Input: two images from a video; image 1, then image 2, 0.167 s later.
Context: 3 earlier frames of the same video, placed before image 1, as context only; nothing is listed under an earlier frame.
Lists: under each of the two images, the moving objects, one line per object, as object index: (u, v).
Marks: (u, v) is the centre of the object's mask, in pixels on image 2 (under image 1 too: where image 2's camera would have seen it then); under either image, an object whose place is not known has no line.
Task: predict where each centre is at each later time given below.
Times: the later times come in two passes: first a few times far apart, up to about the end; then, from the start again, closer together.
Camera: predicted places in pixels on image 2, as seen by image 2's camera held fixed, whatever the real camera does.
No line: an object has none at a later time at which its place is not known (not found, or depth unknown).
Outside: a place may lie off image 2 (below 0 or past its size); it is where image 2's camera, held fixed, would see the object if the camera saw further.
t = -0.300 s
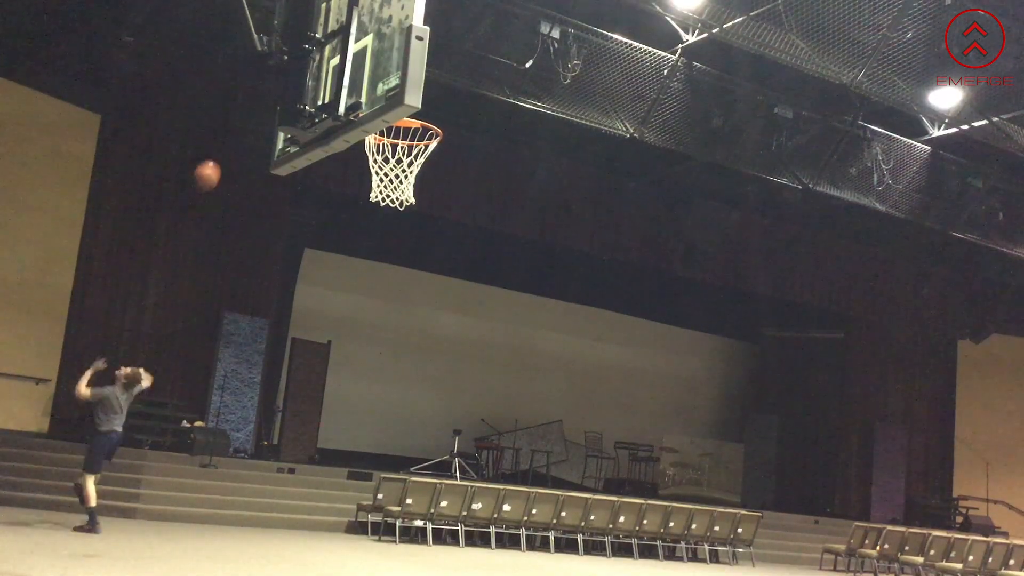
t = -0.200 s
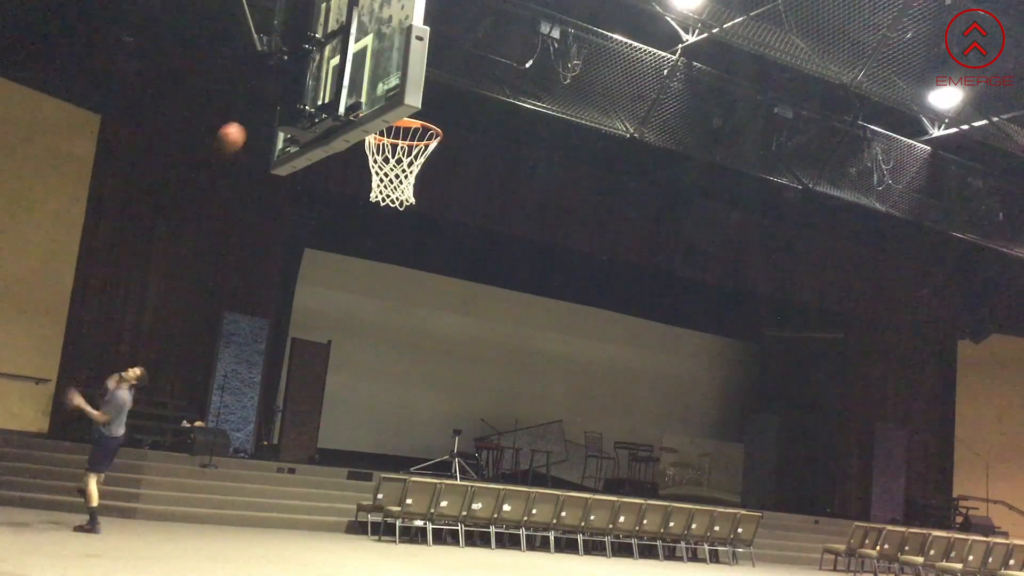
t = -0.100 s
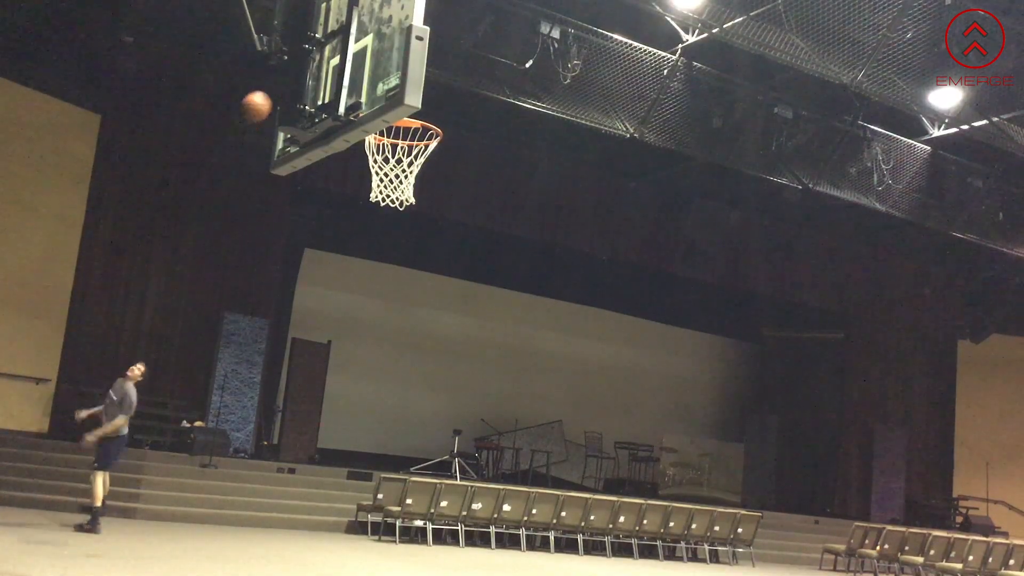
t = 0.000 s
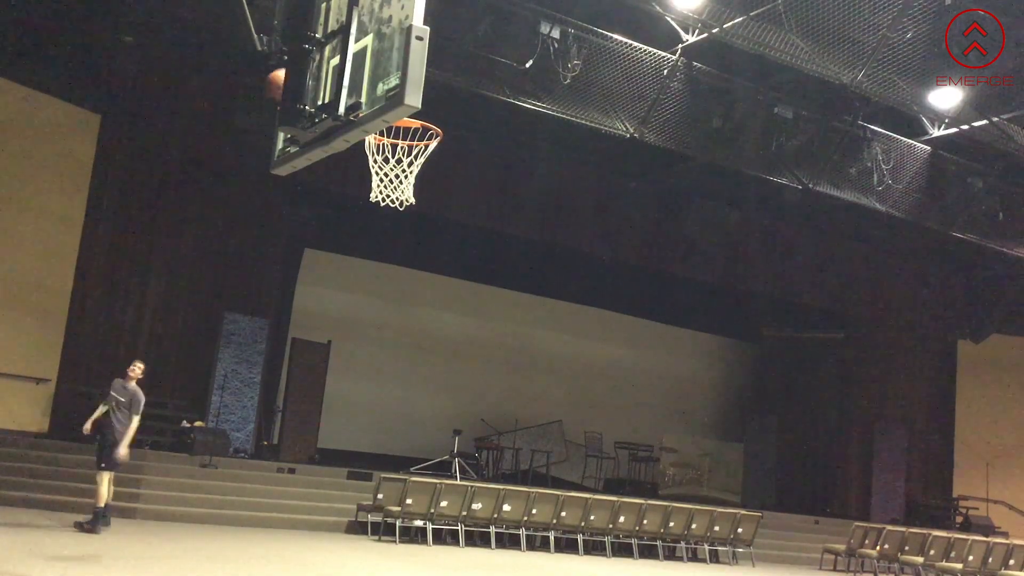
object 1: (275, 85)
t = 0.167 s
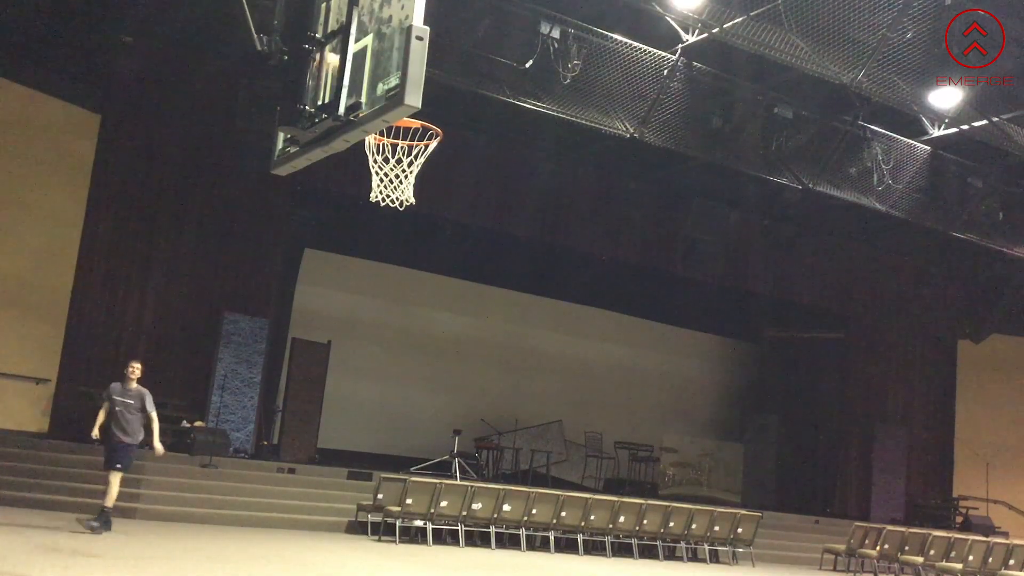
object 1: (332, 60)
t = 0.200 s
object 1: (333, 57)
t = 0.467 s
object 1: (409, 137)
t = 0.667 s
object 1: (361, 160)
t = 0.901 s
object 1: (375, 216)
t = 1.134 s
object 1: (381, 359)
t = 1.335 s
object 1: (378, 557)
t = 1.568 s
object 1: (407, 486)
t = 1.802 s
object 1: (437, 381)
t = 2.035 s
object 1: (456, 367)
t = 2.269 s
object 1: (467, 443)
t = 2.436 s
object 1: (467, 556)
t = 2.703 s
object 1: (495, 535)
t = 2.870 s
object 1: (517, 483)
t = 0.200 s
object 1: (333, 57)
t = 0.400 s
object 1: (419, 115)
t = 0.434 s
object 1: (418, 130)
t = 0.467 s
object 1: (409, 137)
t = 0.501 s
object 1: (391, 148)
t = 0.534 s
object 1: (370, 160)
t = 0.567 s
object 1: (363, 160)
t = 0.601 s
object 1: (360, 161)
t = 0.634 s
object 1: (361, 158)
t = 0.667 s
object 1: (361, 160)
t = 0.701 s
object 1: (362, 162)
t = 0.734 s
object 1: (364, 165)
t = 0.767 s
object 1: (367, 174)
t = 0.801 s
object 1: (369, 189)
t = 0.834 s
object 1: (371, 197)
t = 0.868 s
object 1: (373, 201)
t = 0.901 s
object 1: (375, 216)
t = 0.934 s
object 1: (376, 230)
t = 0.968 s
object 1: (378, 244)
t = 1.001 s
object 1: (378, 263)
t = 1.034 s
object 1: (380, 284)
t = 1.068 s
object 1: (380, 307)
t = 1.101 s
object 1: (381, 331)
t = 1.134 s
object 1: (381, 359)
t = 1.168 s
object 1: (381, 388)
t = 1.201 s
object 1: (381, 418)
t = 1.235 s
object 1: (381, 450)
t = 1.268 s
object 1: (381, 484)
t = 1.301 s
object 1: (379, 521)
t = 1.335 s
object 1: (378, 557)
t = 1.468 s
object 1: (391, 555)
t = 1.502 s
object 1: (397, 529)
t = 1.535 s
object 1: (402, 506)
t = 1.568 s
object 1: (407, 486)
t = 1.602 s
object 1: (412, 463)
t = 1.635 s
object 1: (417, 446)
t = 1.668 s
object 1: (422, 429)
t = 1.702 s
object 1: (426, 415)
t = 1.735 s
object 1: (430, 402)
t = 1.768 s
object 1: (433, 391)
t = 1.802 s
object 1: (437, 381)
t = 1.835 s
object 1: (441, 375)
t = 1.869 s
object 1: (444, 370)
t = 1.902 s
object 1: (446, 367)
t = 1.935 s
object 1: (449, 363)
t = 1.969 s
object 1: (452, 363)
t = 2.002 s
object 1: (454, 365)
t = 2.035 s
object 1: (456, 367)
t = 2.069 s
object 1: (459, 373)
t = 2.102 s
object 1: (461, 379)
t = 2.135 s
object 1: (462, 388)
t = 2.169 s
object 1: (464, 399)
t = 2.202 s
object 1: (465, 412)
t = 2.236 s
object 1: (466, 427)
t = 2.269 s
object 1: (467, 443)
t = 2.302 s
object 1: (468, 460)
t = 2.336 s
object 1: (468, 481)
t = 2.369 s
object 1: (469, 506)
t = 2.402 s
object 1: (468, 531)
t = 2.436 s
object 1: (467, 556)
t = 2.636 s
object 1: (485, 565)
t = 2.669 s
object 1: (490, 552)
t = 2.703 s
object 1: (495, 535)
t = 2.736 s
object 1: (500, 522)
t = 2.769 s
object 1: (505, 509)
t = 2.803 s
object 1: (509, 499)
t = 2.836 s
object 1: (513, 489)
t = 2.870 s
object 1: (517, 483)
